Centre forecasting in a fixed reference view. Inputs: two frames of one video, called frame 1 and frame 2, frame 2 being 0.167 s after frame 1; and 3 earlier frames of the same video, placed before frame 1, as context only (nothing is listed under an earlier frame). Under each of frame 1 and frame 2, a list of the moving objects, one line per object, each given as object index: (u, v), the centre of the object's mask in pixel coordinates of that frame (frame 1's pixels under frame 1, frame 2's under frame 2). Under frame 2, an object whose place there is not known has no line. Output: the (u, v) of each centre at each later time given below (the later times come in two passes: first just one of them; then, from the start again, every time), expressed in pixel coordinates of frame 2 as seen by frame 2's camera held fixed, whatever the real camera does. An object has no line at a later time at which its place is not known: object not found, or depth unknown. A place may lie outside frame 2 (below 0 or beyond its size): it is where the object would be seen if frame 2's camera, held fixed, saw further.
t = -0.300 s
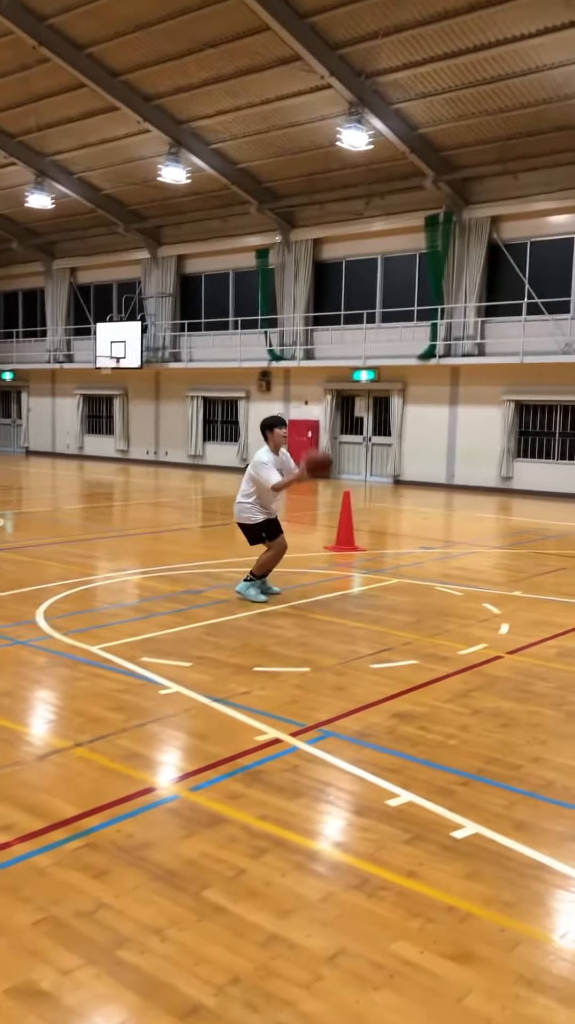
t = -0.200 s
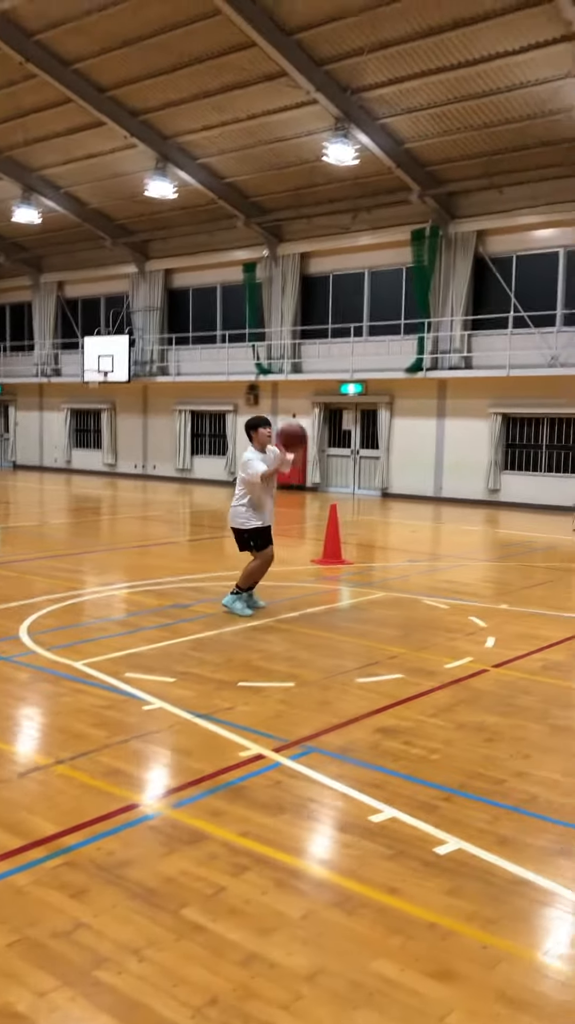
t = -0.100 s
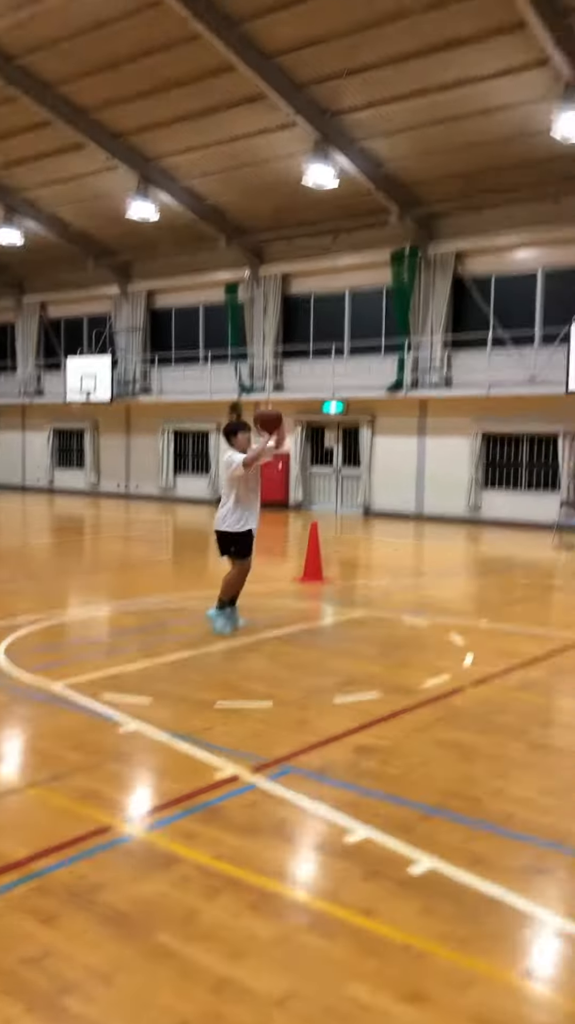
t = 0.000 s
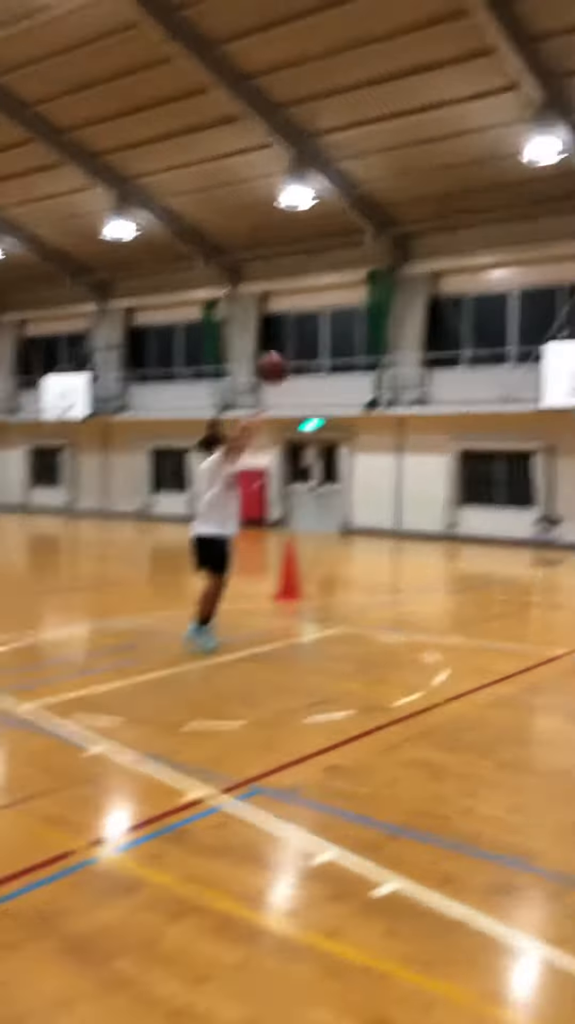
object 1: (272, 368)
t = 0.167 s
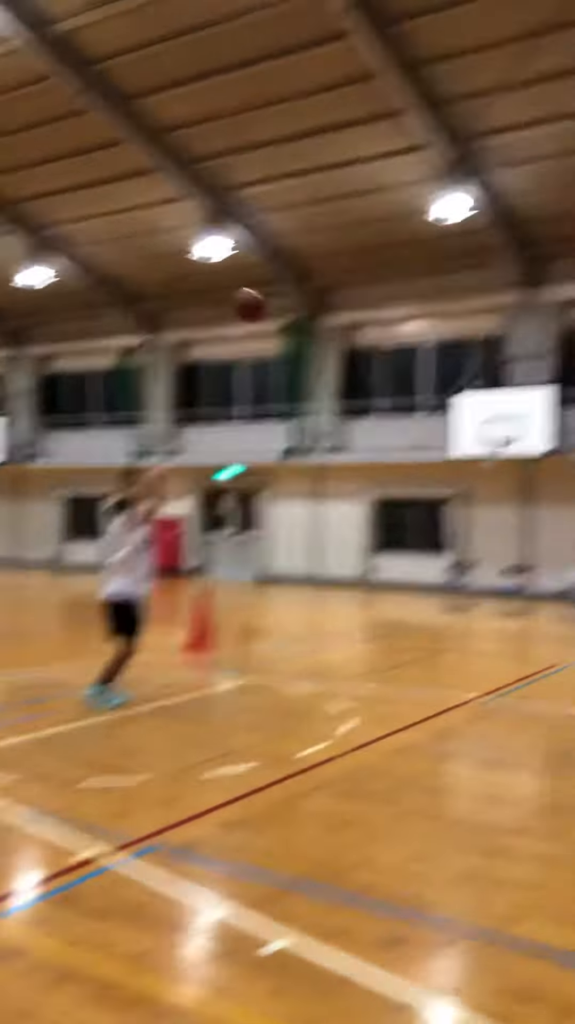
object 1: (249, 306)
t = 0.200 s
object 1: (261, 285)
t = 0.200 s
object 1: (261, 285)
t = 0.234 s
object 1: (274, 268)
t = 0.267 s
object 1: (287, 251)
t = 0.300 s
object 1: (302, 236)
